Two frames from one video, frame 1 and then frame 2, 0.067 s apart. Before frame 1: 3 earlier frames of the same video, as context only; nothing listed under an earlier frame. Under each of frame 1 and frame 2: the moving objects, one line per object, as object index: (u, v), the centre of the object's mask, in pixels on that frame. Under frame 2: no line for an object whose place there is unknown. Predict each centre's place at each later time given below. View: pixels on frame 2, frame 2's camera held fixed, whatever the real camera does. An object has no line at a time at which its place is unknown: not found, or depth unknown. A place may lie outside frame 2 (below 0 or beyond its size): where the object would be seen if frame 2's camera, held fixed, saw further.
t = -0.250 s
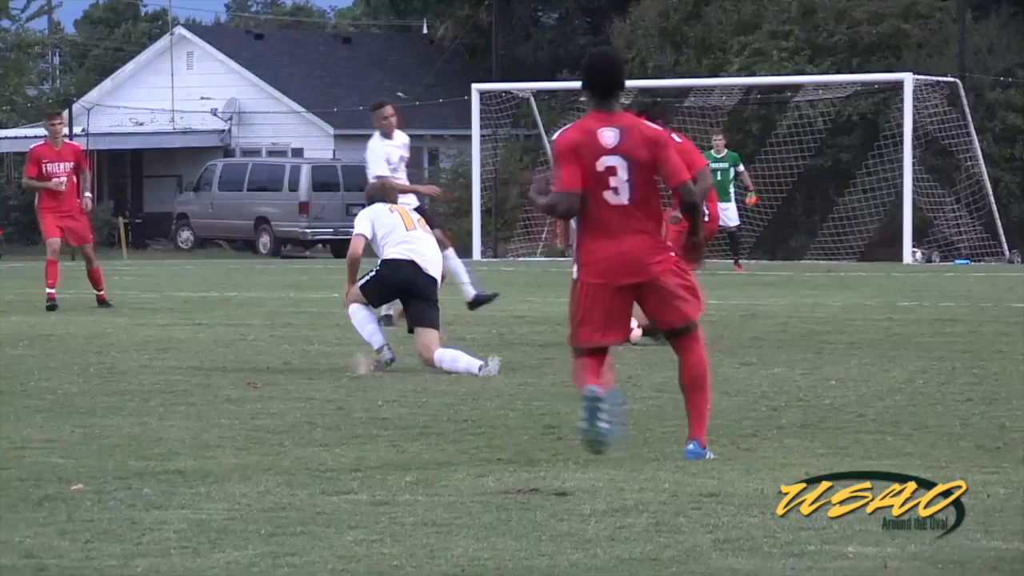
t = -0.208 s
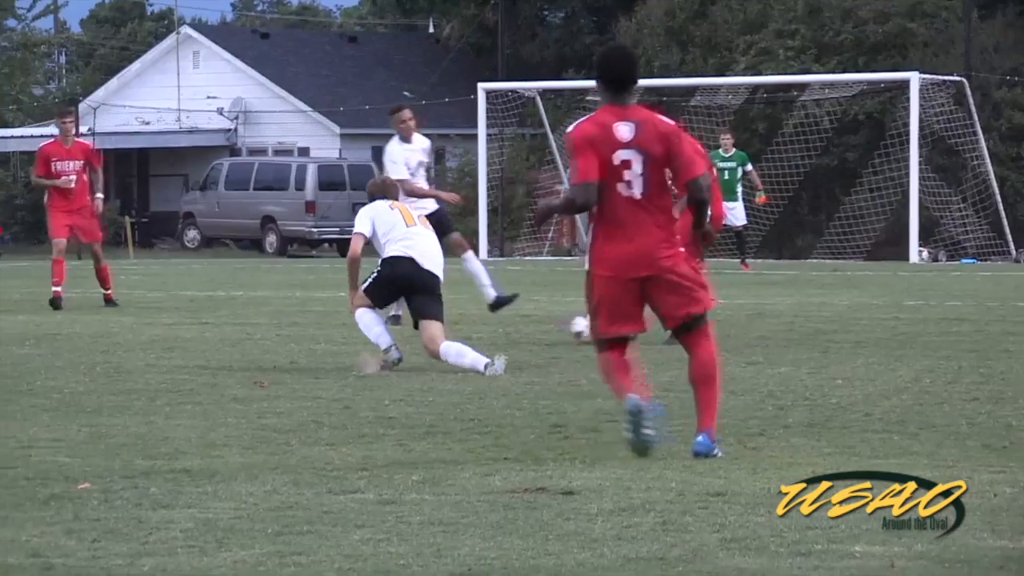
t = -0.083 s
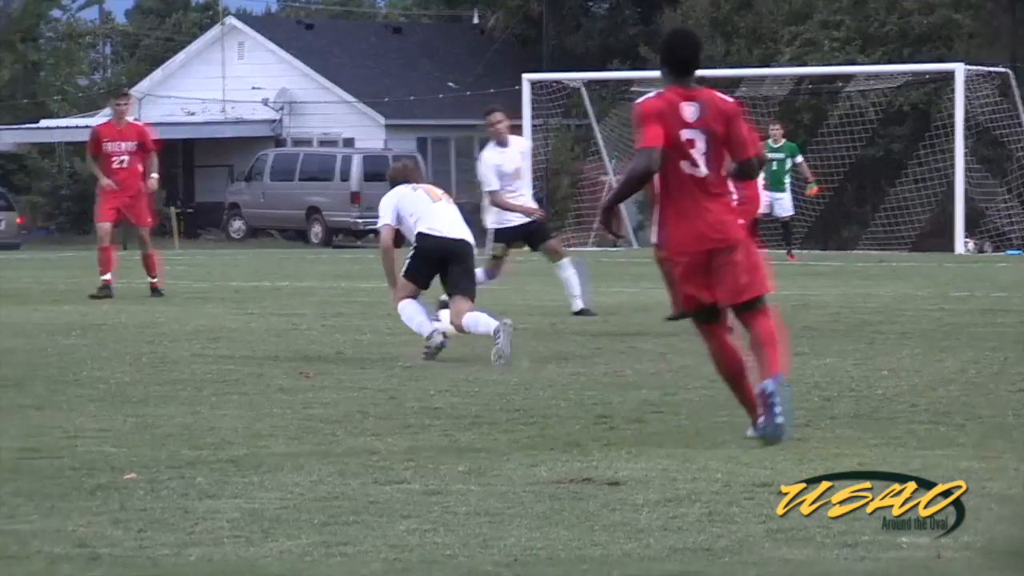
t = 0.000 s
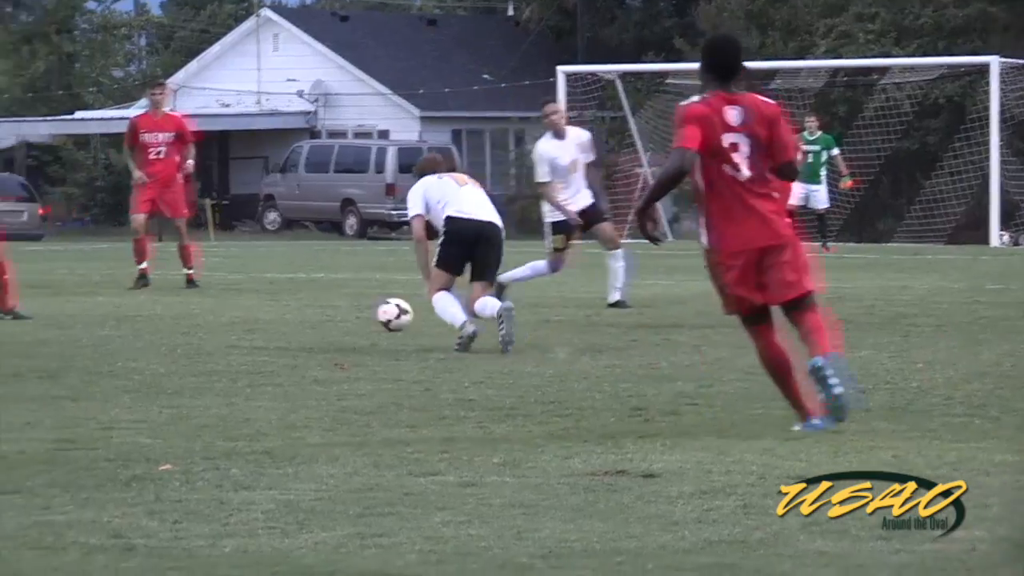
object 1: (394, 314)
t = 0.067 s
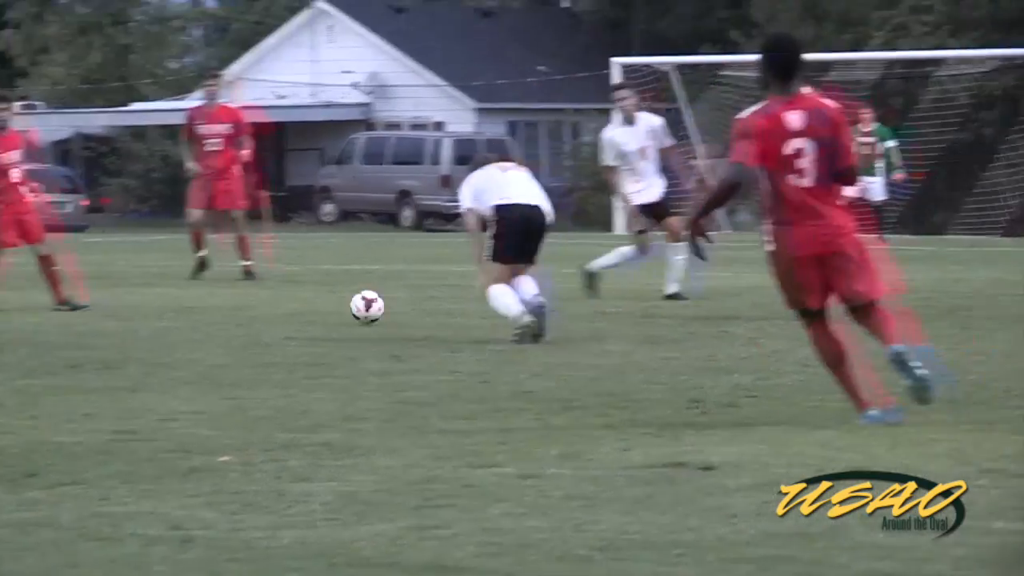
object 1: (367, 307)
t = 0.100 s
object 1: (325, 309)
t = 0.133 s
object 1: (282, 312)
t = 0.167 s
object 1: (244, 311)
